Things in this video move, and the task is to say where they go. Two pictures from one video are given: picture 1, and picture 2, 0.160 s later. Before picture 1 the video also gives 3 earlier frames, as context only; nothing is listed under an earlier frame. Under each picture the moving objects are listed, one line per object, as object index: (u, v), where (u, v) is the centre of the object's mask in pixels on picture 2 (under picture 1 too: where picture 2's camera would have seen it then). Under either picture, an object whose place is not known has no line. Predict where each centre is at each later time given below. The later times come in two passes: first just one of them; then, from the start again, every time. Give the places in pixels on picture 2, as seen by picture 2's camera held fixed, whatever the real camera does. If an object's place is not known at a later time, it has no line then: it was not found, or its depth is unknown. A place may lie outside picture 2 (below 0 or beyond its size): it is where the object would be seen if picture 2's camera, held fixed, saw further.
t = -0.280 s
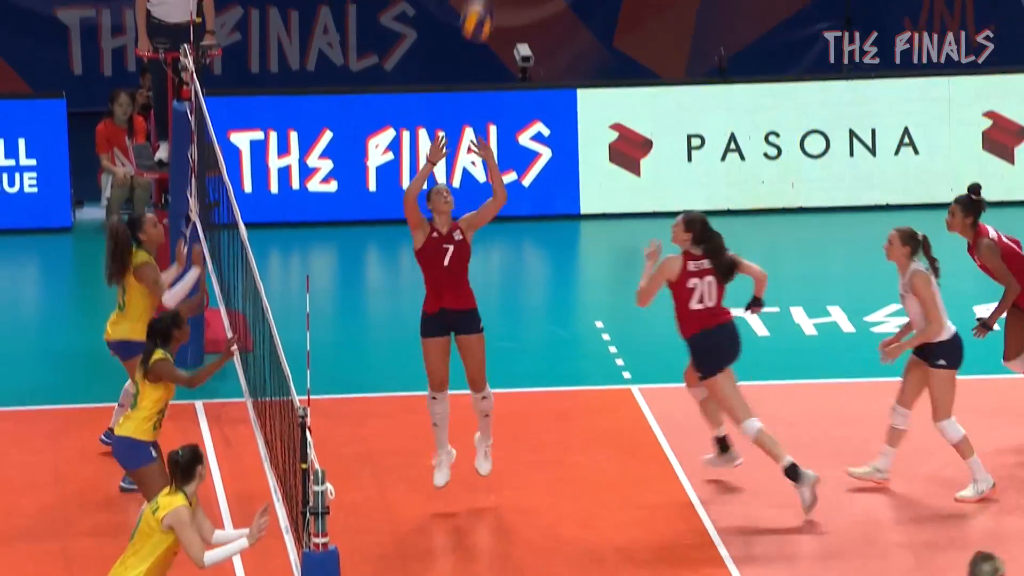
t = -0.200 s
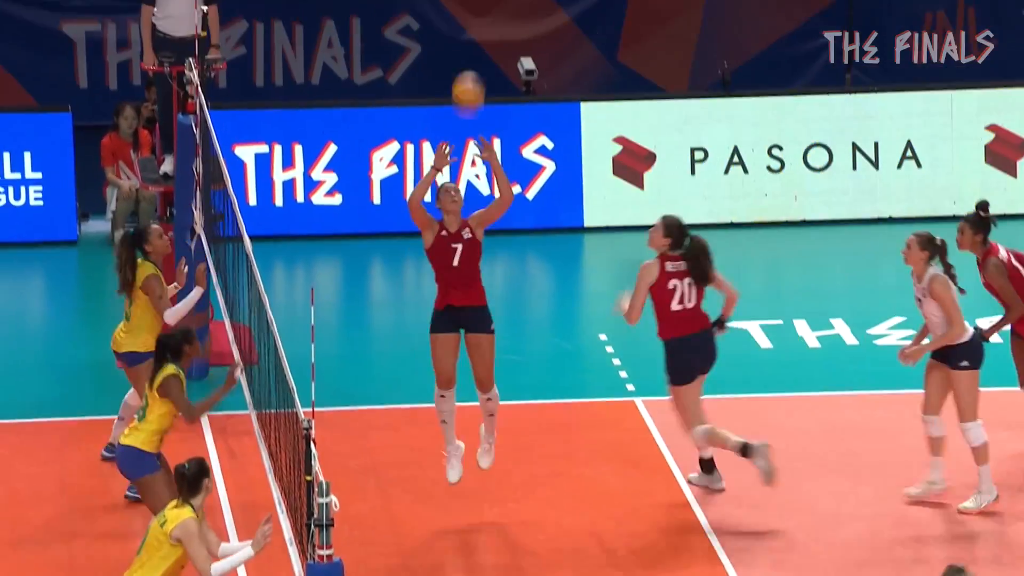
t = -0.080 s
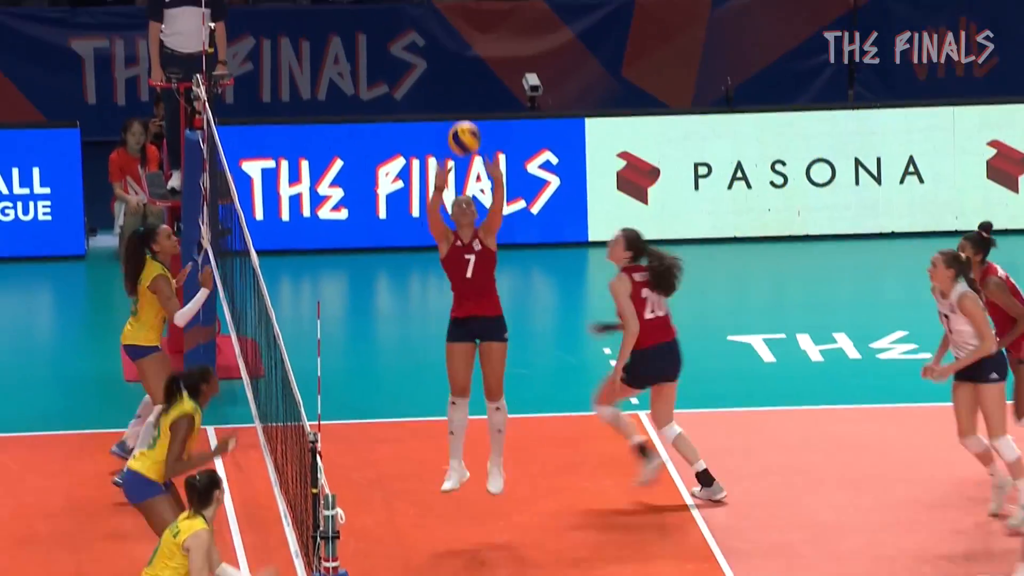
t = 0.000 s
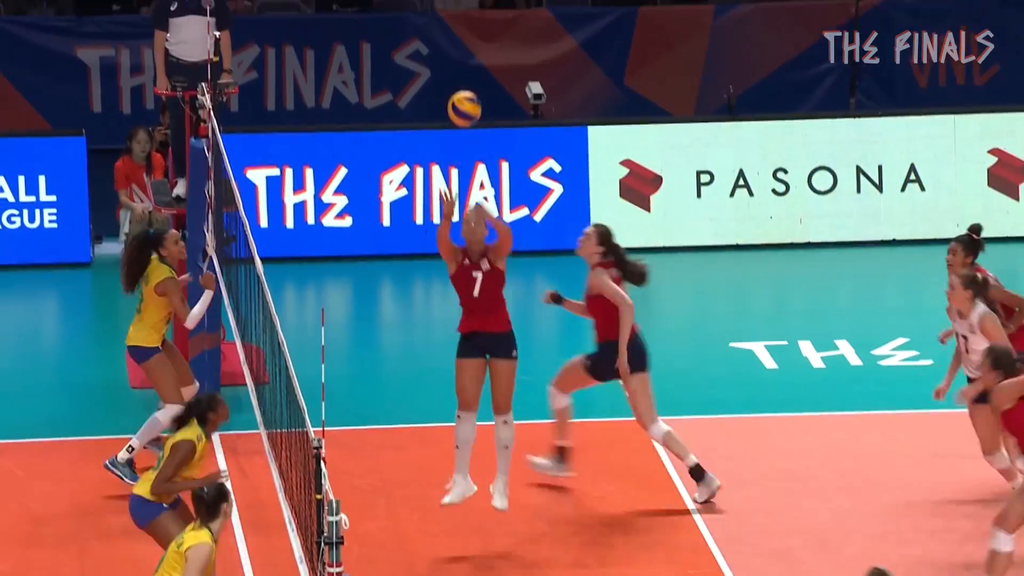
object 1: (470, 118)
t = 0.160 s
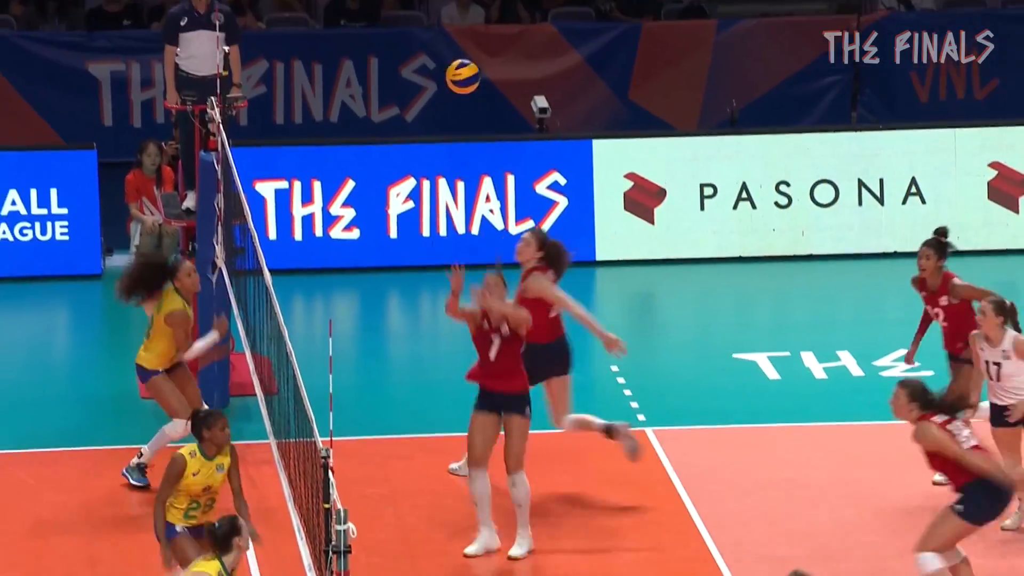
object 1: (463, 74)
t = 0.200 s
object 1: (460, 70)
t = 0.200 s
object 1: (460, 70)
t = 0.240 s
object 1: (458, 68)
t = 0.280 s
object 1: (456, 69)
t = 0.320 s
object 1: (455, 72)
